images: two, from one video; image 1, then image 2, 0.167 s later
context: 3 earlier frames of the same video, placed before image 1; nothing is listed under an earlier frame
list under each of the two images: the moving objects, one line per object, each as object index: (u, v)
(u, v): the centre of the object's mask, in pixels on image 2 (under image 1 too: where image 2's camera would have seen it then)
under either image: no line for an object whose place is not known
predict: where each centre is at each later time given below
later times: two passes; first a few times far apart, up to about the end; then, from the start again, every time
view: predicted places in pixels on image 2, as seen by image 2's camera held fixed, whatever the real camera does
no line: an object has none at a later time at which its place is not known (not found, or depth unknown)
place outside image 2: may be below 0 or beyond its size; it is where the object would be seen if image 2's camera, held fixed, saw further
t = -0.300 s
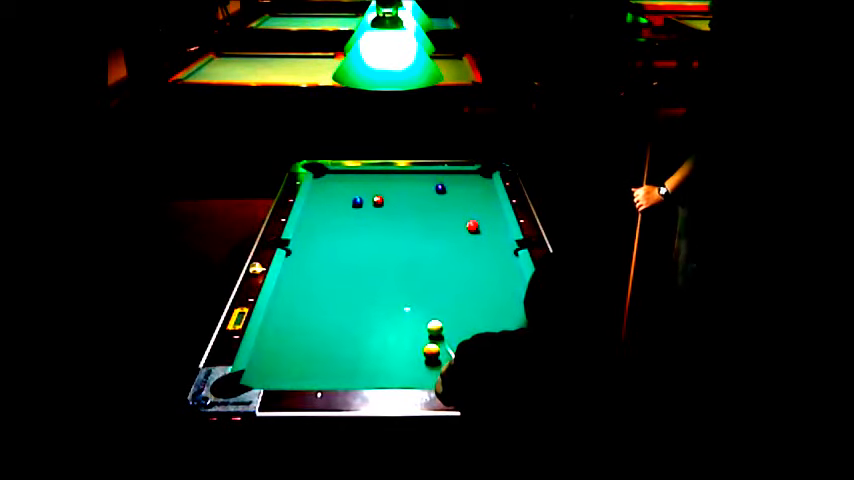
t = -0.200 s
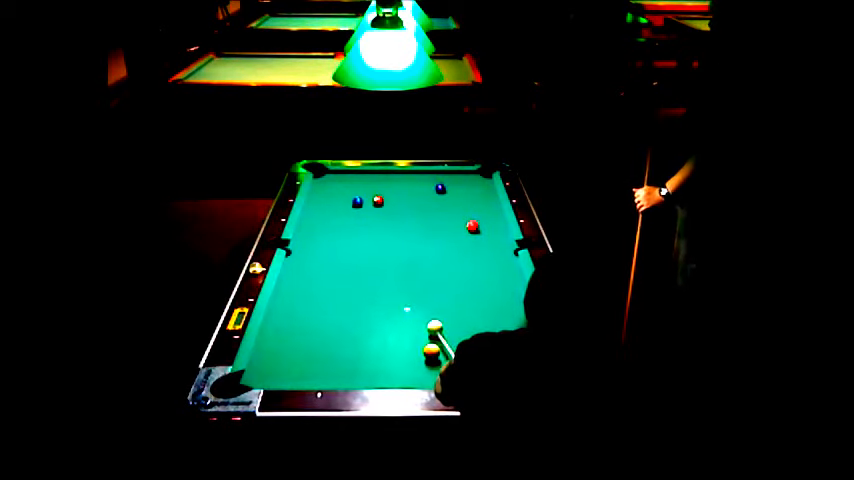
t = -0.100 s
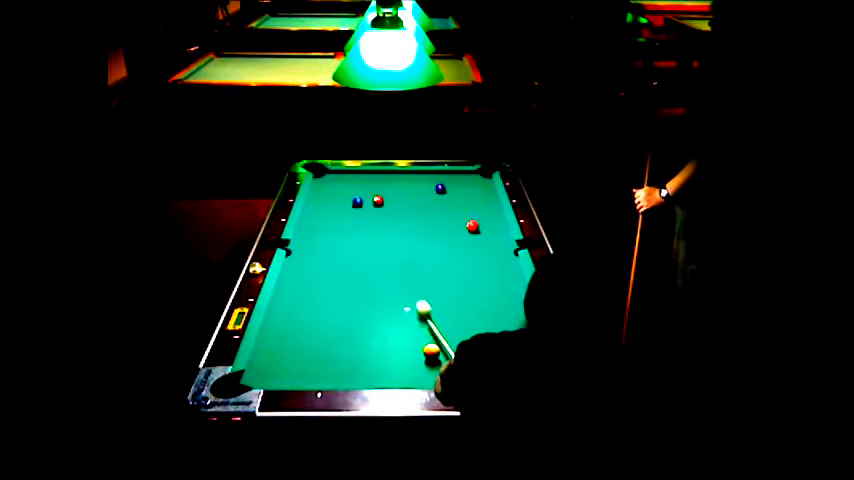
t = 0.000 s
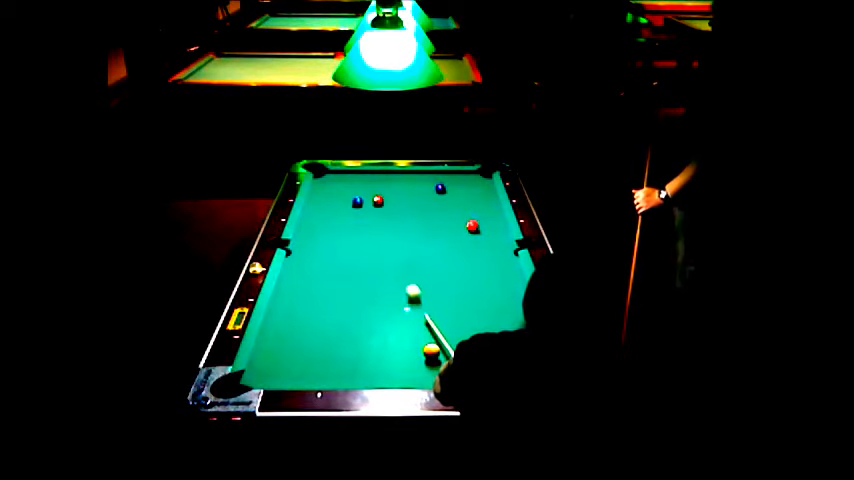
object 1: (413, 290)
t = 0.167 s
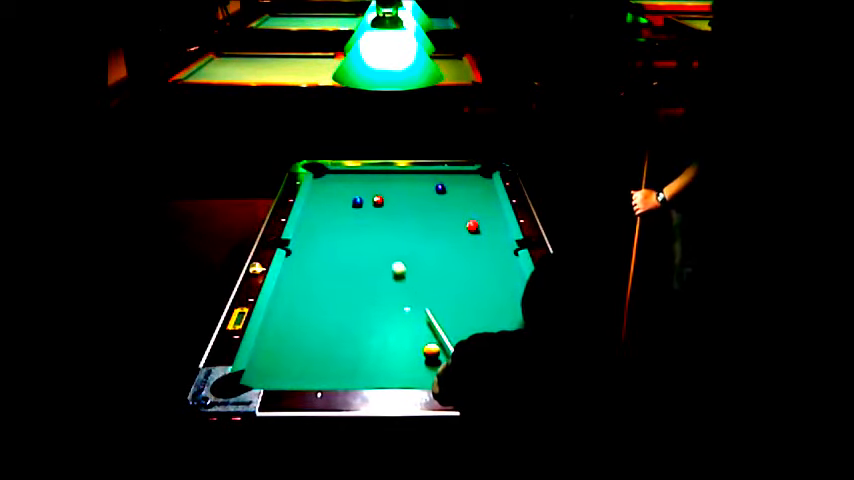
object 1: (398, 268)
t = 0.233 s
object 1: (393, 259)
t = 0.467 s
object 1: (376, 233)
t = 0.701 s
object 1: (362, 211)
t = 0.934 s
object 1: (352, 203)
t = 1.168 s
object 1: (343, 199)
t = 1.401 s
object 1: (335, 195)
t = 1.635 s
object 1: (327, 192)
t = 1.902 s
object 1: (320, 189)
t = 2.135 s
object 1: (315, 186)
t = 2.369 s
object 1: (318, 184)
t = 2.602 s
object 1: (322, 183)
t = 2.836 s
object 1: (325, 182)
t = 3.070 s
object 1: (326, 182)
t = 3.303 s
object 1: (328, 181)
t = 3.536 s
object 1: (328, 181)
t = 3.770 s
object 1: (328, 181)
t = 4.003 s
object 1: (328, 181)
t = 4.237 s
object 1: (328, 181)
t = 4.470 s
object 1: (328, 181)
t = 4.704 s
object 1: (328, 181)
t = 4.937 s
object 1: (328, 181)
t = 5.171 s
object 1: (328, 181)
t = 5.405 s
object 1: (328, 181)
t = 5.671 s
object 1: (328, 181)
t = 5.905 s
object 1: (328, 181)
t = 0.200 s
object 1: (396, 263)
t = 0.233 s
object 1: (393, 259)
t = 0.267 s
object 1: (390, 255)
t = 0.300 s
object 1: (388, 251)
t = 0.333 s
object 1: (385, 248)
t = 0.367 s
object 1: (383, 244)
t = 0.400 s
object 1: (381, 240)
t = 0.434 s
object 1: (379, 236)
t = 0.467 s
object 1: (376, 233)
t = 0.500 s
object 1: (374, 230)
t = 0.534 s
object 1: (372, 227)
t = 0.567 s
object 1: (370, 223)
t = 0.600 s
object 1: (368, 220)
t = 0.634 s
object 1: (366, 217)
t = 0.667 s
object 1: (364, 214)
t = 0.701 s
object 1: (362, 211)
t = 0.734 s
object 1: (361, 209)
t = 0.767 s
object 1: (359, 206)
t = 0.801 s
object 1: (357, 205)
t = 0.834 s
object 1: (356, 205)
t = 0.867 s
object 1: (354, 204)
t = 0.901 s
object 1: (353, 204)
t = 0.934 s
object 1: (352, 203)
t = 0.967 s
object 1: (350, 202)
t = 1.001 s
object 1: (349, 202)
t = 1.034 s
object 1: (348, 201)
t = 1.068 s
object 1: (346, 200)
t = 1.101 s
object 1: (345, 200)
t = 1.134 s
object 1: (344, 199)
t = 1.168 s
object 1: (343, 199)
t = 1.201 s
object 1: (342, 198)
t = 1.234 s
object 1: (341, 198)
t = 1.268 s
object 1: (339, 197)
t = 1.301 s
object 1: (338, 197)
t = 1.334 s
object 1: (337, 196)
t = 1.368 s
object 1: (336, 196)
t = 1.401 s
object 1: (335, 195)
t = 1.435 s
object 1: (334, 195)
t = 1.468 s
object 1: (332, 194)
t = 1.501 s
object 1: (331, 194)
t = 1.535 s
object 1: (330, 193)
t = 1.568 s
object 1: (329, 193)
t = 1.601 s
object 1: (328, 192)
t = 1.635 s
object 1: (327, 192)
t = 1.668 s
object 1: (326, 191)
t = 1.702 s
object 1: (325, 191)
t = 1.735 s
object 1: (324, 190)
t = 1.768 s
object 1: (323, 190)
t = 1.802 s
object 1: (322, 190)
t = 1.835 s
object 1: (321, 189)
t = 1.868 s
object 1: (320, 189)
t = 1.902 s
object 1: (320, 189)
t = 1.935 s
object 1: (319, 188)
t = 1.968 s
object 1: (318, 187)
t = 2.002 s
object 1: (317, 187)
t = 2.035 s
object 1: (317, 187)
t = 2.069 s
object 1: (316, 187)
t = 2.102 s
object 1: (315, 186)
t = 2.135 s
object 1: (315, 186)
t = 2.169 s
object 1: (316, 185)
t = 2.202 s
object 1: (316, 185)
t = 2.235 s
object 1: (317, 185)
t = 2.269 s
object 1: (317, 185)
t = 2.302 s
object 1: (318, 185)
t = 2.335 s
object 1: (318, 184)
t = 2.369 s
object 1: (318, 184)
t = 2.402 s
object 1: (319, 184)
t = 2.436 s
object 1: (320, 184)
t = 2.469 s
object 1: (320, 184)
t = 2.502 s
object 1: (320, 184)
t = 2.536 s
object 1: (321, 184)
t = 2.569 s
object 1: (321, 183)
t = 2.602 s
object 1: (322, 183)
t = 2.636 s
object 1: (322, 183)
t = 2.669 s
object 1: (323, 183)
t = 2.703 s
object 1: (323, 183)
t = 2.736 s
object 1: (324, 182)
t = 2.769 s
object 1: (324, 182)
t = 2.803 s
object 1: (324, 182)
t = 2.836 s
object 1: (325, 182)
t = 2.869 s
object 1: (325, 182)
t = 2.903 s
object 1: (325, 182)
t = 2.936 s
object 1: (325, 182)
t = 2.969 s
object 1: (326, 182)
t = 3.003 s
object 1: (326, 182)
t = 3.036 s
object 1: (326, 182)
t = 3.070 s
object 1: (326, 182)
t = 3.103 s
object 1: (327, 182)
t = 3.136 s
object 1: (327, 182)
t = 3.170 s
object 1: (327, 181)
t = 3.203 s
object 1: (327, 181)
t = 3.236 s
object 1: (328, 182)
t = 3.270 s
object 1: (328, 181)
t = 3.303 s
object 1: (328, 181)
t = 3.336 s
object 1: (328, 181)
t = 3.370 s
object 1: (328, 181)
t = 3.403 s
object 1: (328, 181)
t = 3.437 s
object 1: (328, 181)
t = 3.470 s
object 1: (328, 181)
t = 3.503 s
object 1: (328, 181)
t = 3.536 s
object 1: (328, 181)
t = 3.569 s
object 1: (328, 181)
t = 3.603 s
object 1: (328, 181)
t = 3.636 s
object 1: (328, 181)
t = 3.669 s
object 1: (328, 181)
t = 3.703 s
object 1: (328, 181)
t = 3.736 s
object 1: (328, 181)
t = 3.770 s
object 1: (328, 181)
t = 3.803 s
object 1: (328, 181)
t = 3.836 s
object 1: (328, 181)
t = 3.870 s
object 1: (328, 181)
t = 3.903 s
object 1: (328, 181)
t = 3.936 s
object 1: (328, 181)
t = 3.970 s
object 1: (328, 181)
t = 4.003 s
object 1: (328, 181)
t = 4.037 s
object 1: (328, 181)
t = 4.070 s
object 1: (328, 181)
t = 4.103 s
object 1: (328, 181)
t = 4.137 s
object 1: (328, 181)
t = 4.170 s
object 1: (328, 181)
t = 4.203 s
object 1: (328, 181)
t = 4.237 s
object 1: (328, 181)
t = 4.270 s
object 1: (328, 181)
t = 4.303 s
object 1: (328, 181)
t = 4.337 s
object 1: (328, 181)
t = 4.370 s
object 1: (328, 181)
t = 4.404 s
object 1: (328, 181)
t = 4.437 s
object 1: (328, 181)
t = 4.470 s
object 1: (328, 181)
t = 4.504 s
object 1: (328, 181)
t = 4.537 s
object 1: (328, 181)
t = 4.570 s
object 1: (328, 181)
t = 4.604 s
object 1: (328, 181)
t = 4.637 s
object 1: (328, 181)
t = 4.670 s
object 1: (328, 181)
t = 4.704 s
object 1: (328, 181)
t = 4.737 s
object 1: (328, 181)
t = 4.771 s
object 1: (328, 181)
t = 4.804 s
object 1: (328, 181)
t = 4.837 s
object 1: (328, 181)
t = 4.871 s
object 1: (328, 181)
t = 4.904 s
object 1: (328, 181)
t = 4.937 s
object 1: (328, 181)
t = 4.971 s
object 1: (328, 181)
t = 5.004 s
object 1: (328, 181)
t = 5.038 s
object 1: (328, 181)
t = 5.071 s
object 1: (328, 181)
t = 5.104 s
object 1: (328, 181)
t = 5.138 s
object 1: (328, 181)
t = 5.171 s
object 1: (328, 181)
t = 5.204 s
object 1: (328, 181)
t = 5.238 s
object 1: (328, 181)
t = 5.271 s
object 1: (328, 181)
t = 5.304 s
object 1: (328, 181)
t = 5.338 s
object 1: (328, 181)
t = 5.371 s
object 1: (328, 181)
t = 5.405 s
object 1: (328, 181)
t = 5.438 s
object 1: (328, 181)
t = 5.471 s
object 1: (328, 181)
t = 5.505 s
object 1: (328, 181)
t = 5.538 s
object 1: (328, 181)
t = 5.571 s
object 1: (328, 181)
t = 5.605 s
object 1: (328, 181)
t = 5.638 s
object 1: (328, 181)
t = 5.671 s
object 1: (328, 181)
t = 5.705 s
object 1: (328, 181)
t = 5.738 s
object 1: (328, 181)
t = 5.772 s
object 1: (328, 181)
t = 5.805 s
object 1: (328, 181)
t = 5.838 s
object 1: (328, 181)
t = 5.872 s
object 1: (328, 181)
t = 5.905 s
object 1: (328, 181)
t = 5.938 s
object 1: (328, 181)
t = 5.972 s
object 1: (328, 181)
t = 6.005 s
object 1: (328, 181)
